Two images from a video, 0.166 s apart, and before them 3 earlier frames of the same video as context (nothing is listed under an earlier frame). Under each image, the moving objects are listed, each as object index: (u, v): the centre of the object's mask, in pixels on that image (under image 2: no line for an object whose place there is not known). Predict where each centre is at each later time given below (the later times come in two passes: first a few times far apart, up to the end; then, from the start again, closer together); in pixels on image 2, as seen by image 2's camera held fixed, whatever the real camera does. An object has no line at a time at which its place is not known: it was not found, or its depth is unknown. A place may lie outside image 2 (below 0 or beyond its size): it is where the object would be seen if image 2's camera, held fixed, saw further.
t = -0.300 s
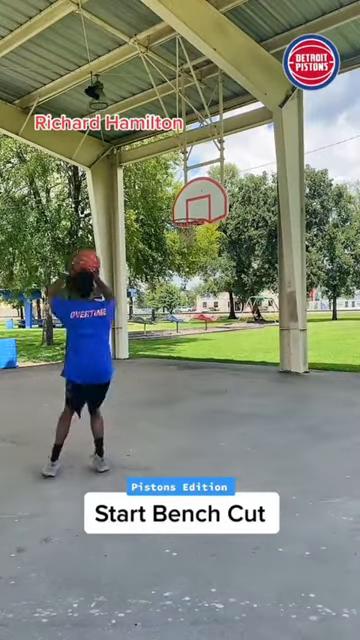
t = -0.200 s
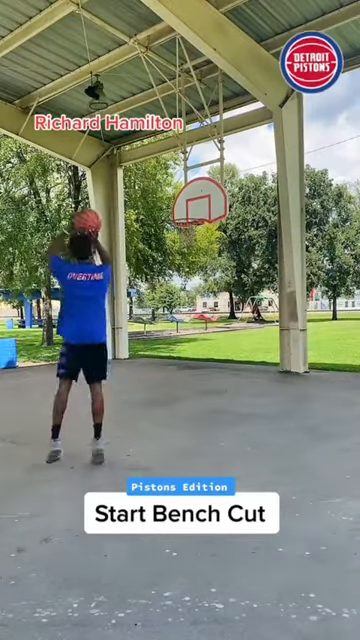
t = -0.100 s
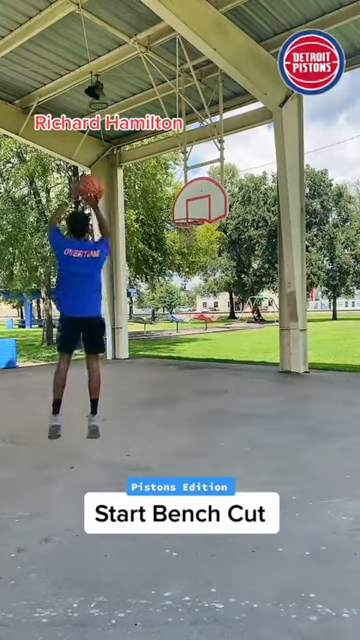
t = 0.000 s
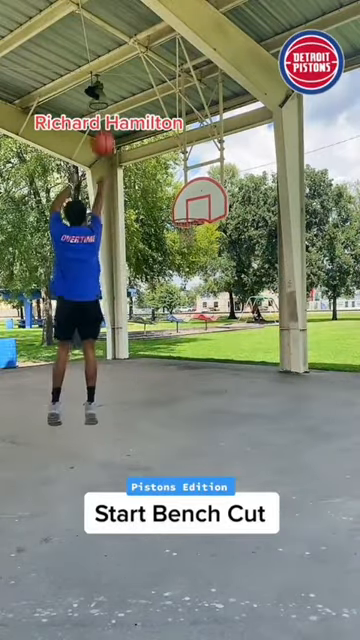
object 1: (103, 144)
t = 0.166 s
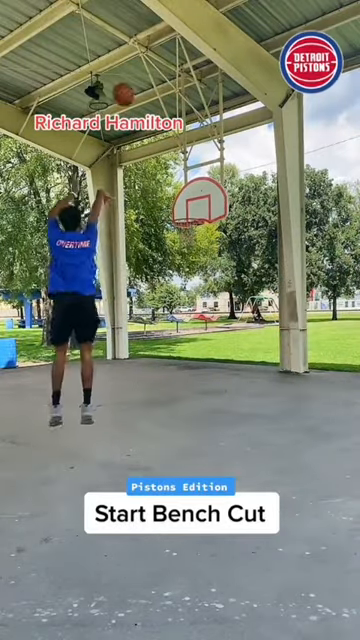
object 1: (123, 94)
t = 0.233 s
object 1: (130, 84)
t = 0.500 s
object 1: (155, 85)
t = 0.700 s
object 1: (168, 113)
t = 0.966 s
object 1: (185, 183)
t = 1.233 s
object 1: (180, 236)
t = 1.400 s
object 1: (169, 247)
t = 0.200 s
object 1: (126, 89)
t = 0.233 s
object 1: (130, 84)
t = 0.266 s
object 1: (134, 82)
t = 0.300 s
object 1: (138, 79)
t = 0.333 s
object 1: (140, 78)
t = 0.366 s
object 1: (144, 79)
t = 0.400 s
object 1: (146, 79)
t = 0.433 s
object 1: (149, 80)
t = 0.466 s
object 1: (152, 83)
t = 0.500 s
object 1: (155, 85)
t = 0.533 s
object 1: (158, 89)
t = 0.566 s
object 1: (160, 93)
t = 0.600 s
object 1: (162, 98)
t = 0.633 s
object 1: (165, 103)
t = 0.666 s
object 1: (167, 110)
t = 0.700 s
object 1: (168, 113)
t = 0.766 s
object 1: (174, 134)
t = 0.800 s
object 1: (175, 139)
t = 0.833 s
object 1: (178, 147)
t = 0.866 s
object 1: (179, 156)
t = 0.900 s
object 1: (181, 164)
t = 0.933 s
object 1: (183, 174)
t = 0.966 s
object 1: (185, 183)
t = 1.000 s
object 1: (187, 193)
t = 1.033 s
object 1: (189, 204)
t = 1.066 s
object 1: (190, 214)
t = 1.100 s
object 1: (189, 224)
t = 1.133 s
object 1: (187, 226)
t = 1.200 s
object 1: (182, 236)
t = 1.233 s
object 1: (180, 236)
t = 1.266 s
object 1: (178, 236)
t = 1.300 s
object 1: (175, 238)
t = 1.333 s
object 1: (173, 240)
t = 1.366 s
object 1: (171, 243)
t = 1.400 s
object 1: (169, 247)
